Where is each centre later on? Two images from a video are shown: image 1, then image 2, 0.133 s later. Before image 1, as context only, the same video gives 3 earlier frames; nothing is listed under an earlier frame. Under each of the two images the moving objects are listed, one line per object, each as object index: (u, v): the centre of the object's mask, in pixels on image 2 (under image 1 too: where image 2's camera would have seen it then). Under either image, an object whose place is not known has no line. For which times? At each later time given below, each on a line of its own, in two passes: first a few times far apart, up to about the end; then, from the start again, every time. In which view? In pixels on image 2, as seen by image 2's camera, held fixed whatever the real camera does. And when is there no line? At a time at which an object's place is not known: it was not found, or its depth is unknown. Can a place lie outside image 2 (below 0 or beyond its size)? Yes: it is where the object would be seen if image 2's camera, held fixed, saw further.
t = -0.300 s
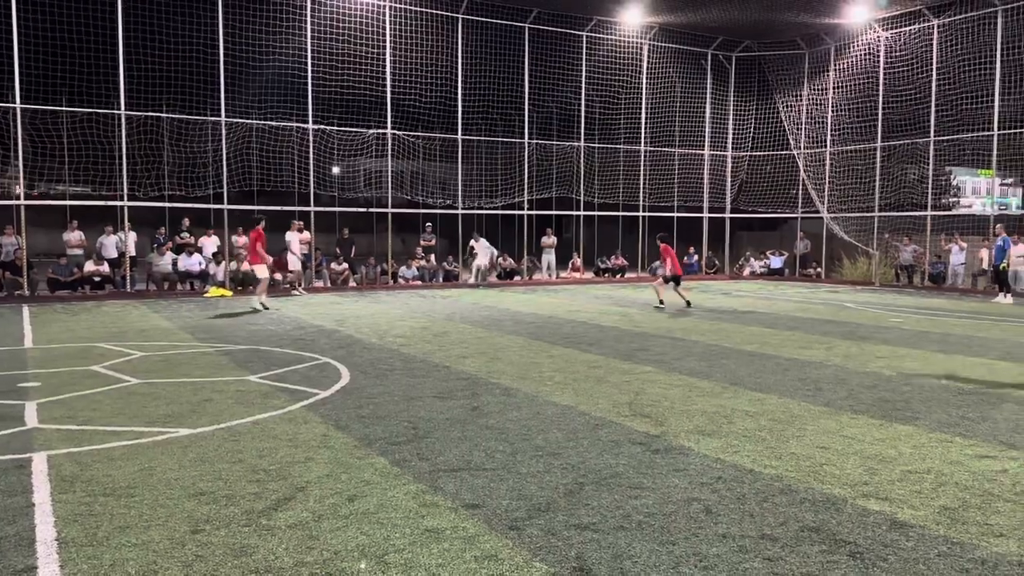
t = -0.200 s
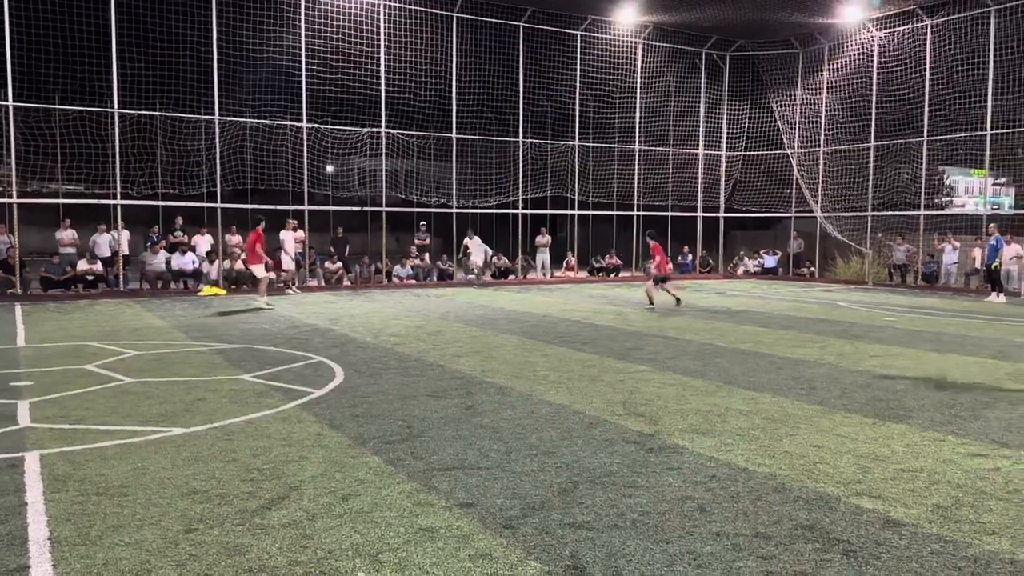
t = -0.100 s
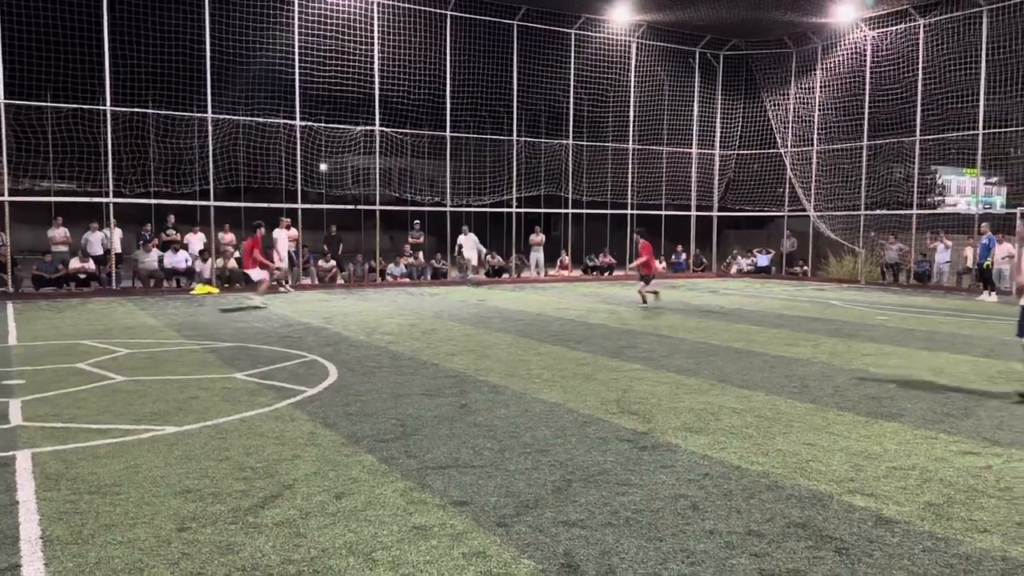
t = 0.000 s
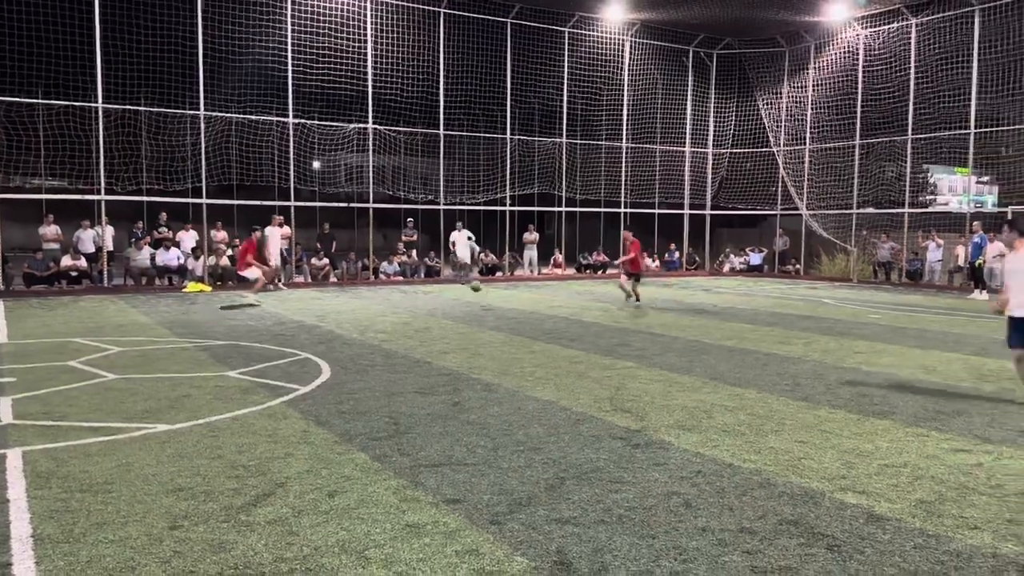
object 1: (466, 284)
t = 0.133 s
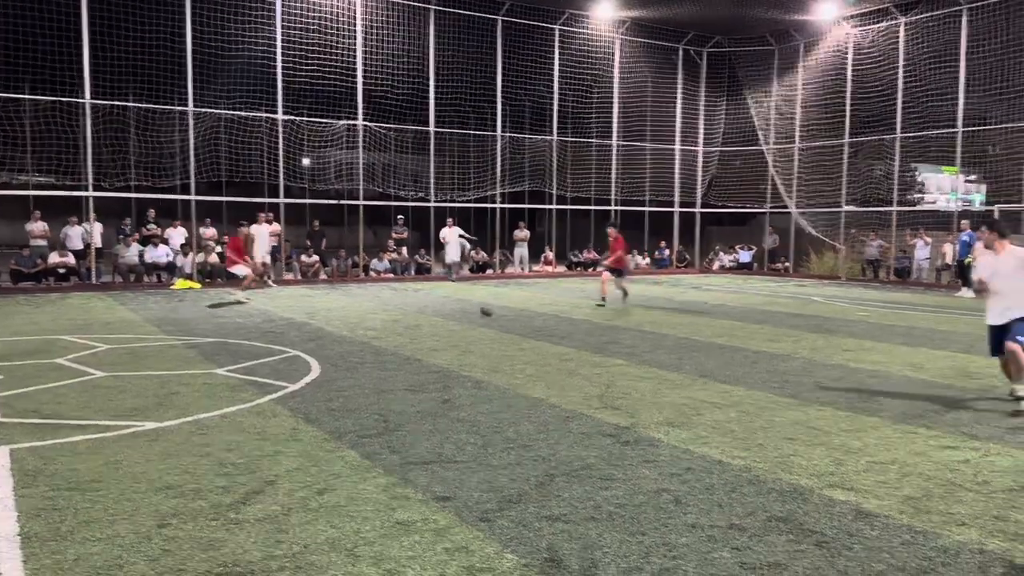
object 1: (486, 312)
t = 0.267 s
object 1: (508, 308)
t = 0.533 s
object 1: (576, 351)
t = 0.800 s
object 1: (673, 376)
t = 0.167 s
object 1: (490, 311)
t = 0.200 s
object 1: (497, 310)
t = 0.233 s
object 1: (501, 308)
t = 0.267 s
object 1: (508, 308)
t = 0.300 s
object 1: (514, 309)
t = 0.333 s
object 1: (520, 312)
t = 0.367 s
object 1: (530, 315)
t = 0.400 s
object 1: (539, 318)
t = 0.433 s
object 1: (547, 323)
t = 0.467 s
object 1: (557, 330)
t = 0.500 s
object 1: (566, 340)
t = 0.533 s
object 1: (576, 351)
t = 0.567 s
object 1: (587, 356)
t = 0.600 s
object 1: (598, 354)
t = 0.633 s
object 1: (608, 354)
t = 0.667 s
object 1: (620, 355)
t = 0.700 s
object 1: (631, 357)
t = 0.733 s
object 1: (643, 361)
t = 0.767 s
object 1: (659, 368)
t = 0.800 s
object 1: (673, 376)
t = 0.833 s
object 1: (688, 384)
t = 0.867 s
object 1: (707, 398)
